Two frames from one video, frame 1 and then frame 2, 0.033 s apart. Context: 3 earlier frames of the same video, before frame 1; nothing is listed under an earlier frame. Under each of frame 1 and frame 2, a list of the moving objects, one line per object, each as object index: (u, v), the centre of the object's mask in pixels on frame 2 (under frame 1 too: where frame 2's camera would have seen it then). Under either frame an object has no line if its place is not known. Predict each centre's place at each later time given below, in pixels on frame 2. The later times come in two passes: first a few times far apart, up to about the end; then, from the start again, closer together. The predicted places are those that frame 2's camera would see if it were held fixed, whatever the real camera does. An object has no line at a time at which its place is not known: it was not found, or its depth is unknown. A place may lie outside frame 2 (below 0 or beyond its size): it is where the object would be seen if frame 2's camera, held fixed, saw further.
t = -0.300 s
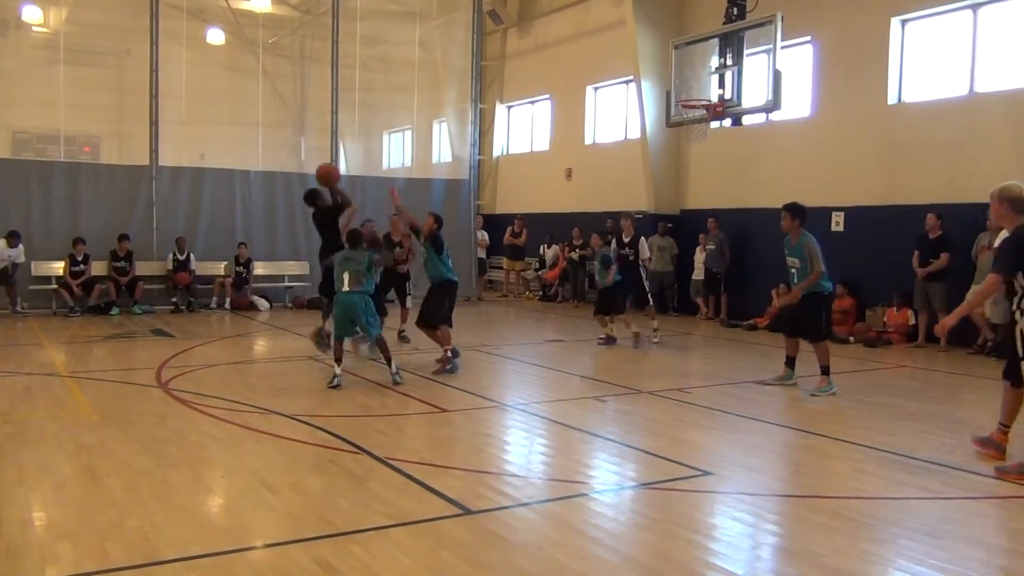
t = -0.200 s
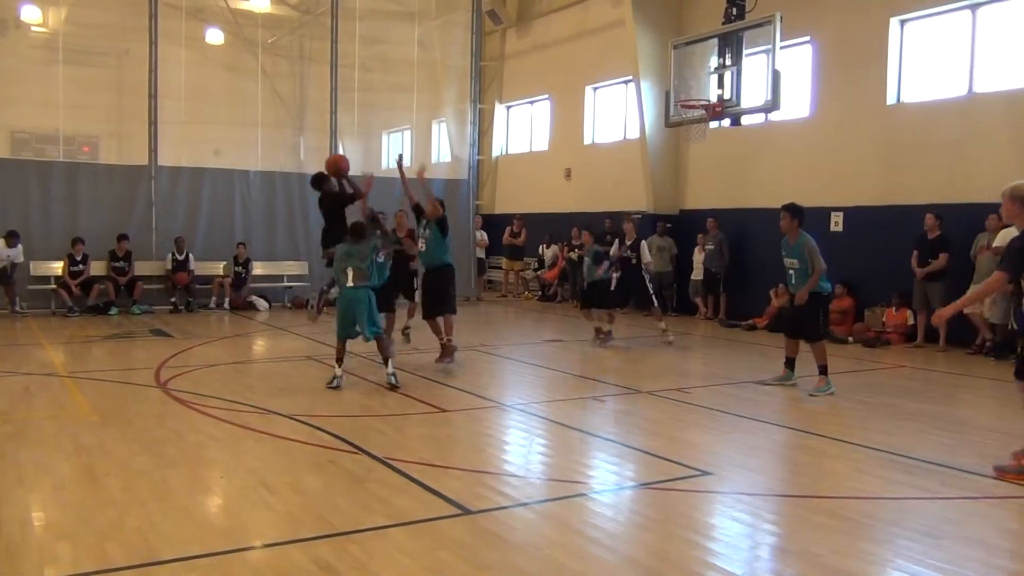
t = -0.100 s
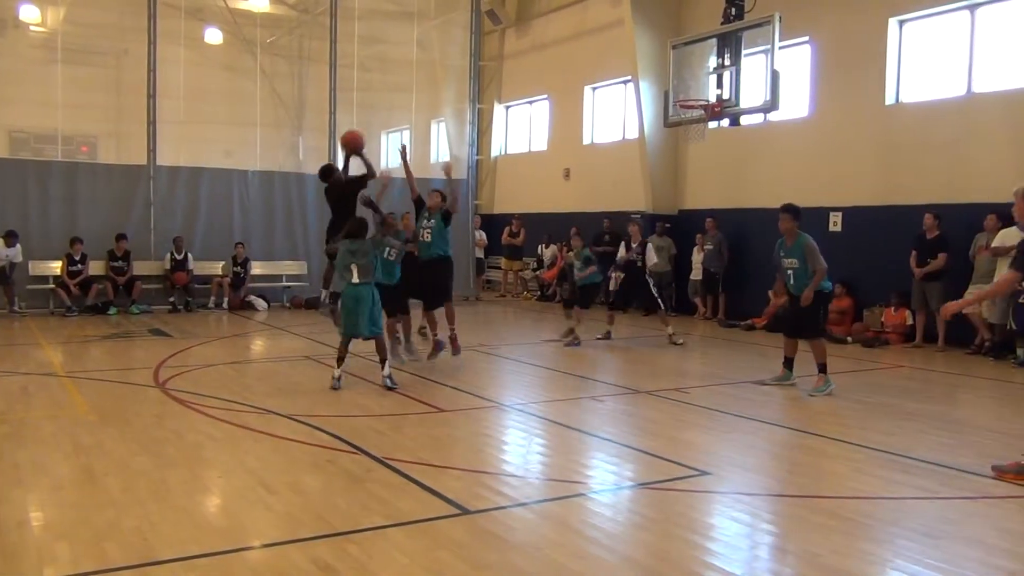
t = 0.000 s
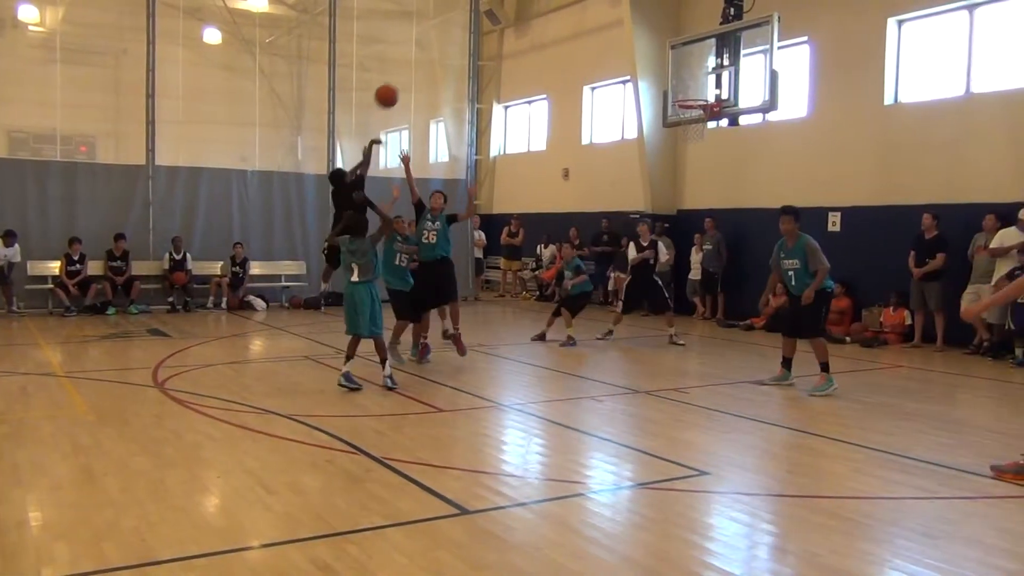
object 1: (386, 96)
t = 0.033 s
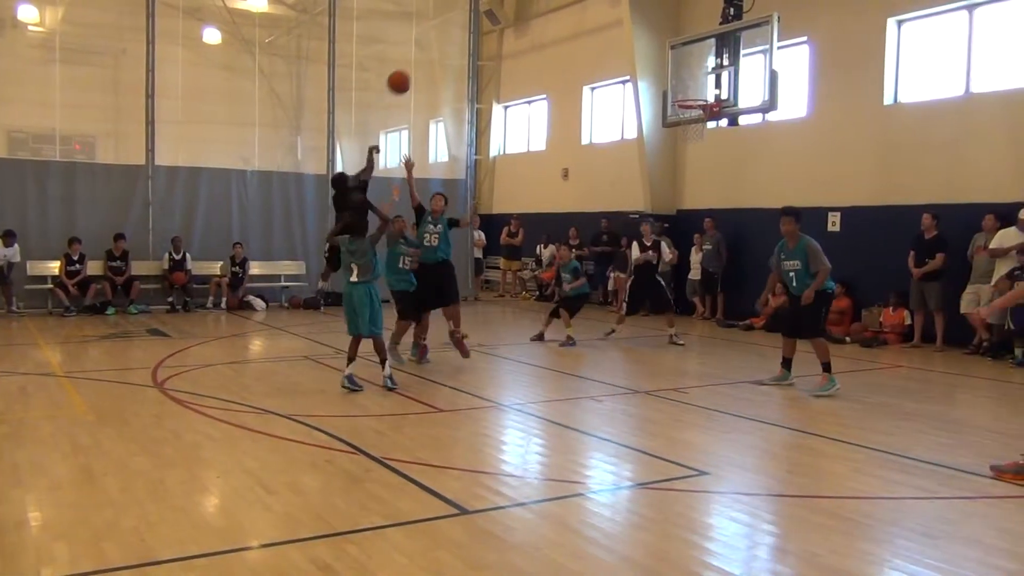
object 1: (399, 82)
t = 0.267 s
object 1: (482, 21)
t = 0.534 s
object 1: (566, 16)
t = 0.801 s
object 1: (639, 73)
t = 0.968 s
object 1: (647, 125)
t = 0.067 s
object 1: (411, 69)
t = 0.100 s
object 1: (424, 58)
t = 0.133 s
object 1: (435, 48)
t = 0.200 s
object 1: (459, 32)
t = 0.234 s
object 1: (470, 25)
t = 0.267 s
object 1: (482, 21)
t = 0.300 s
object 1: (493, 16)
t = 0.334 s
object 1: (504, 13)
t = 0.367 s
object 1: (515, 11)
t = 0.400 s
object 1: (525, 10)
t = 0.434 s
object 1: (536, 10)
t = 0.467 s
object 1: (547, 11)
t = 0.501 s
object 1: (557, 13)
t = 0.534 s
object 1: (566, 16)
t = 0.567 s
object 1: (576, 20)
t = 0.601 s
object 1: (586, 25)
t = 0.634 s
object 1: (595, 31)
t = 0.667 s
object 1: (604, 38)
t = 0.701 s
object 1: (613, 45)
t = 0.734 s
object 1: (622, 54)
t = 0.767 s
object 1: (631, 63)
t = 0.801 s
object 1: (639, 73)
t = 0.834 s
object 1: (647, 84)
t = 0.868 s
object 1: (655, 95)
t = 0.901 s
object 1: (661, 106)
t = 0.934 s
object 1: (654, 115)
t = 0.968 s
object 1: (647, 125)
